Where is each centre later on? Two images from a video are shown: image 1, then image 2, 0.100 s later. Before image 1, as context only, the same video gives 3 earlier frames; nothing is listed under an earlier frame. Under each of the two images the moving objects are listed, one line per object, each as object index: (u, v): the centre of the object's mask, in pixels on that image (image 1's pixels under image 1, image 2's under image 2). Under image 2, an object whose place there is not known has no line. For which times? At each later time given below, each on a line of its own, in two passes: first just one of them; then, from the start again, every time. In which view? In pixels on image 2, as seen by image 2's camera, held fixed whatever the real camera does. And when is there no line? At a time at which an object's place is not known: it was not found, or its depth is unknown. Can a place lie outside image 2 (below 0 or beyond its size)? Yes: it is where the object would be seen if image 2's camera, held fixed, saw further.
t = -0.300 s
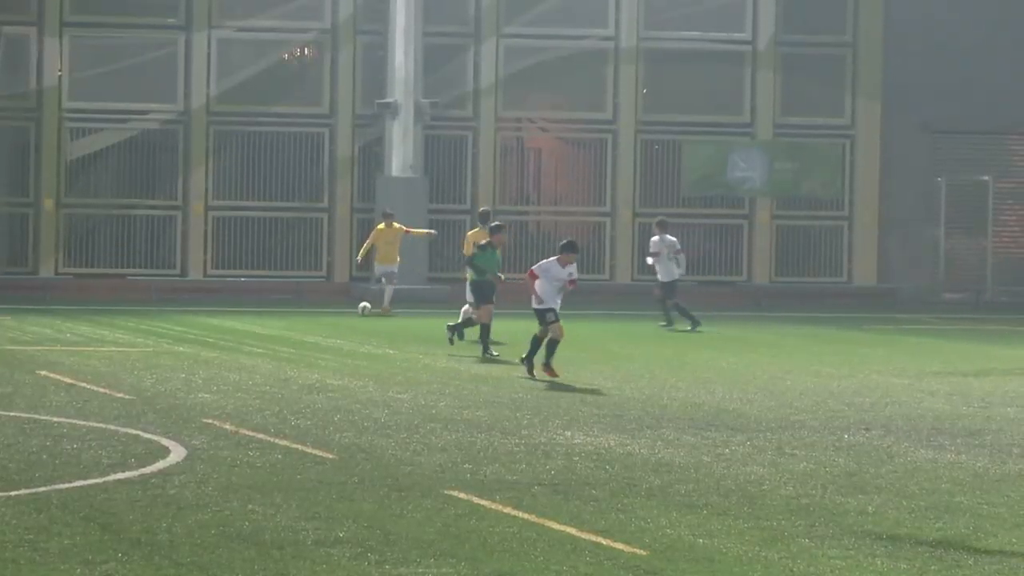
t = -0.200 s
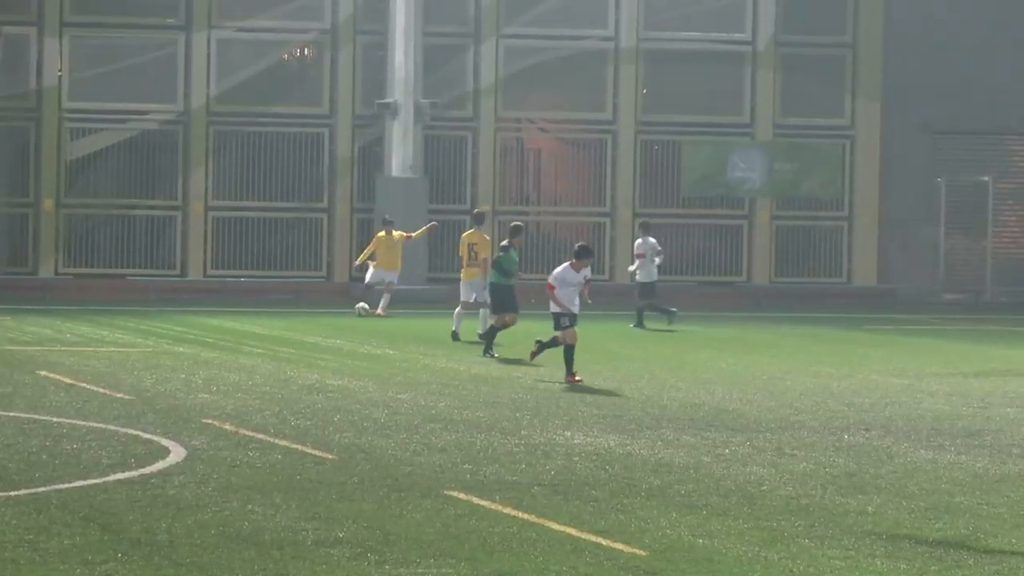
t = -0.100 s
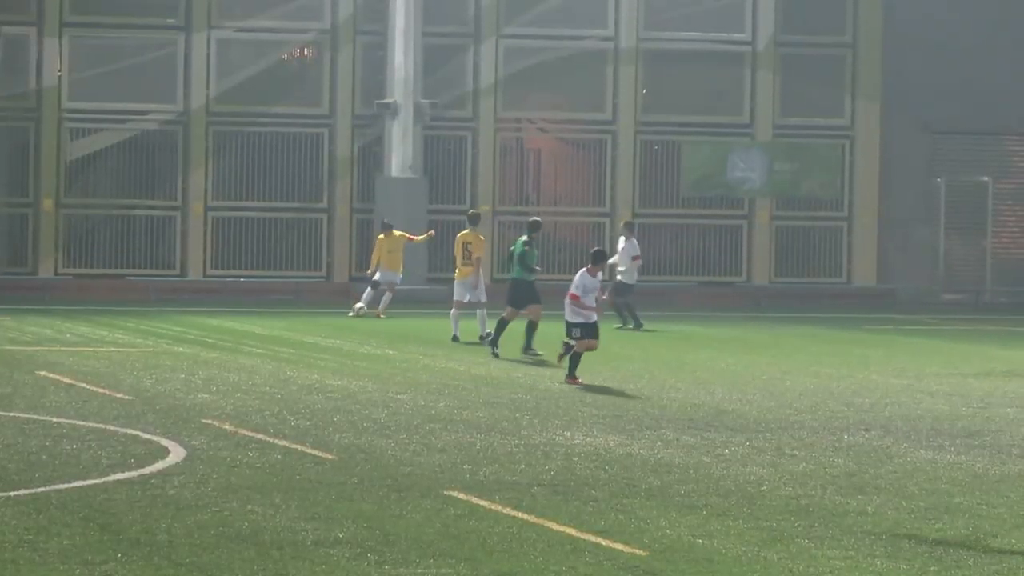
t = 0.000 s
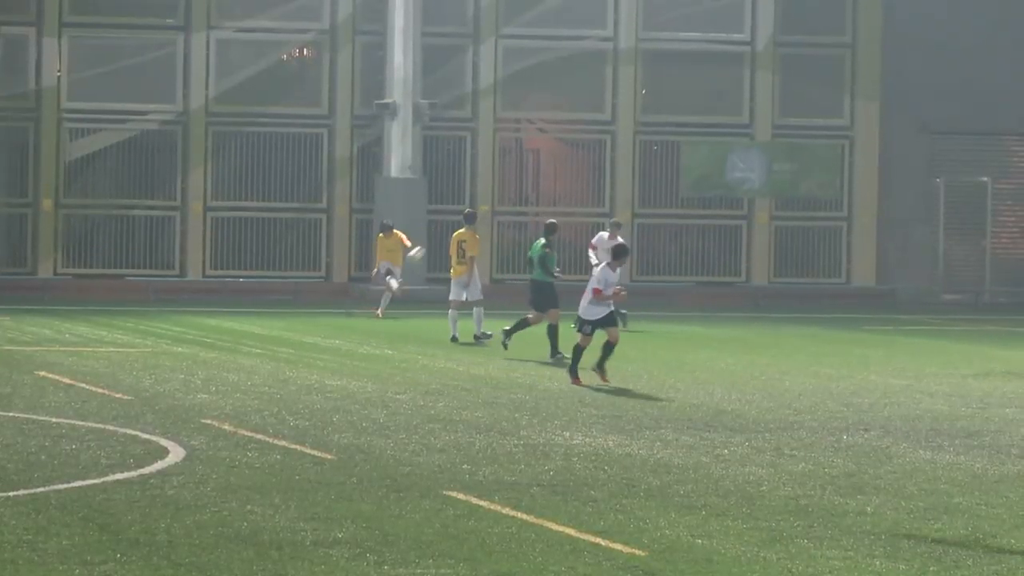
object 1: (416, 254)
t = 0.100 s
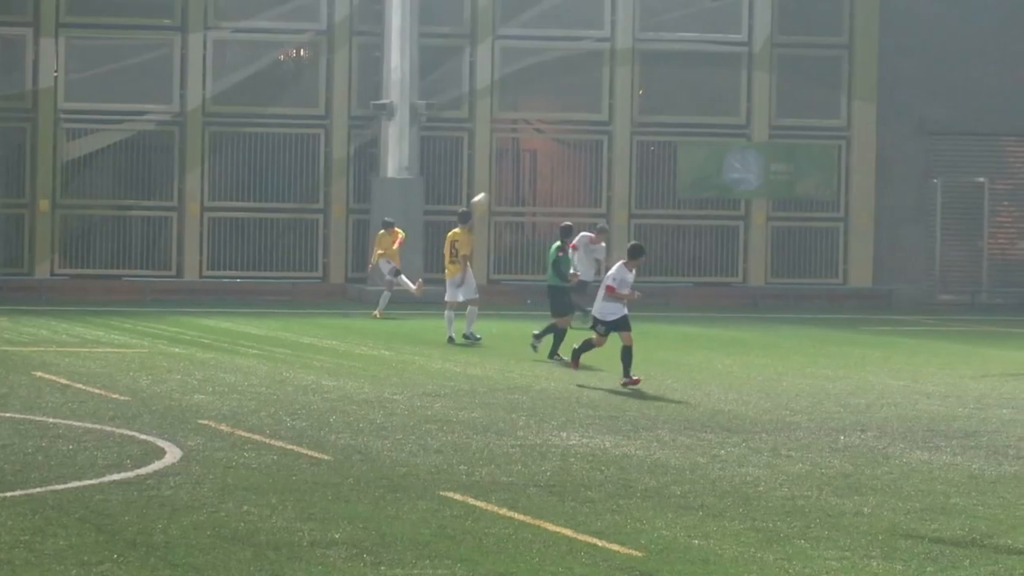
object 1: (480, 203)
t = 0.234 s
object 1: (573, 140)
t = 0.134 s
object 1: (503, 185)
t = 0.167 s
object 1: (527, 170)
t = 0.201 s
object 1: (551, 155)
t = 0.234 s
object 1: (573, 140)
